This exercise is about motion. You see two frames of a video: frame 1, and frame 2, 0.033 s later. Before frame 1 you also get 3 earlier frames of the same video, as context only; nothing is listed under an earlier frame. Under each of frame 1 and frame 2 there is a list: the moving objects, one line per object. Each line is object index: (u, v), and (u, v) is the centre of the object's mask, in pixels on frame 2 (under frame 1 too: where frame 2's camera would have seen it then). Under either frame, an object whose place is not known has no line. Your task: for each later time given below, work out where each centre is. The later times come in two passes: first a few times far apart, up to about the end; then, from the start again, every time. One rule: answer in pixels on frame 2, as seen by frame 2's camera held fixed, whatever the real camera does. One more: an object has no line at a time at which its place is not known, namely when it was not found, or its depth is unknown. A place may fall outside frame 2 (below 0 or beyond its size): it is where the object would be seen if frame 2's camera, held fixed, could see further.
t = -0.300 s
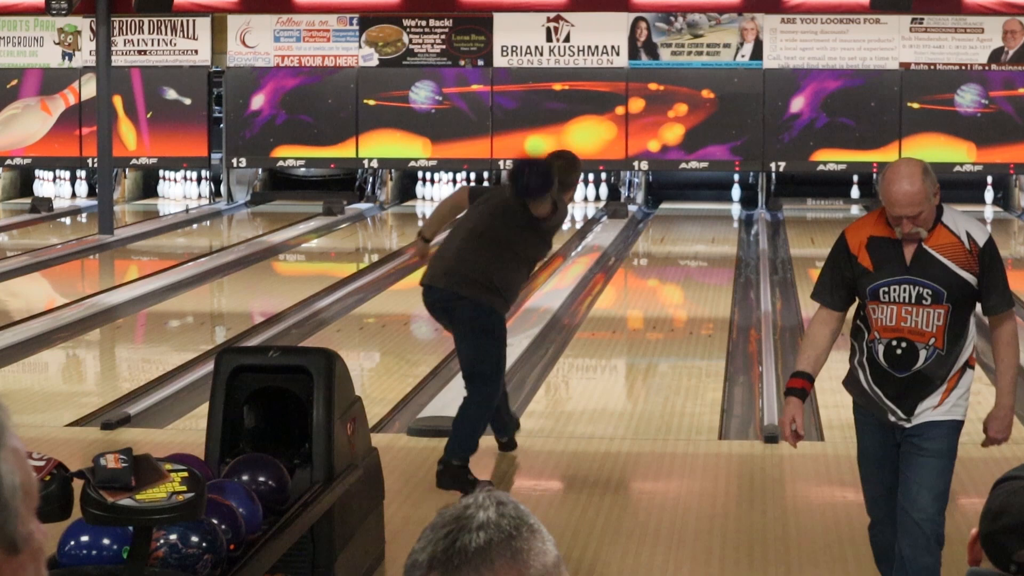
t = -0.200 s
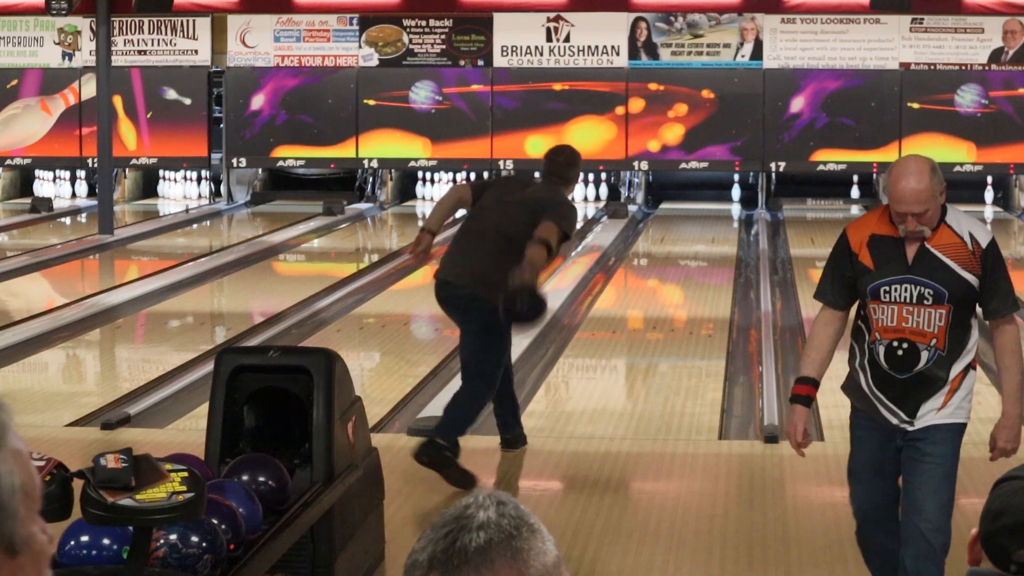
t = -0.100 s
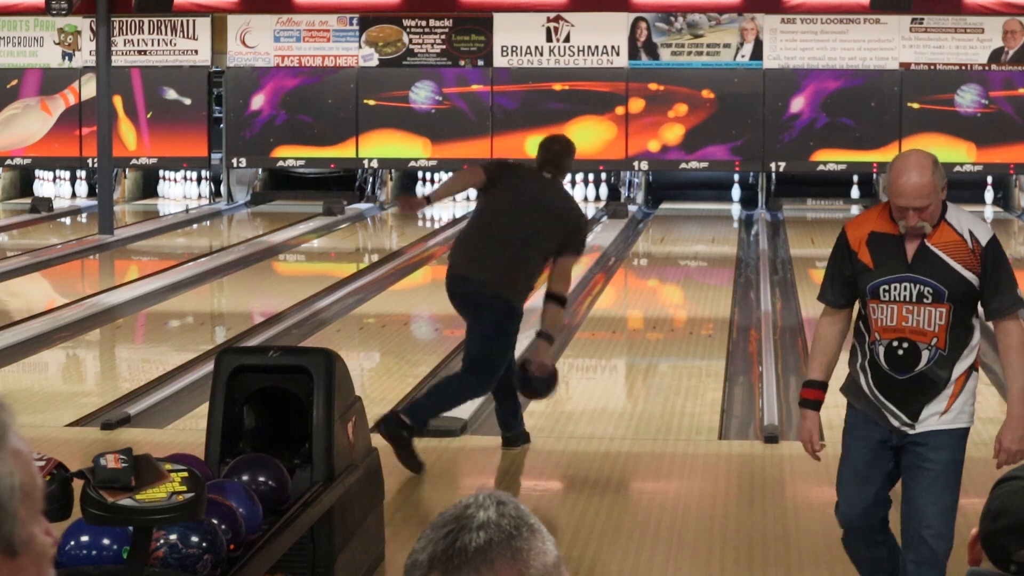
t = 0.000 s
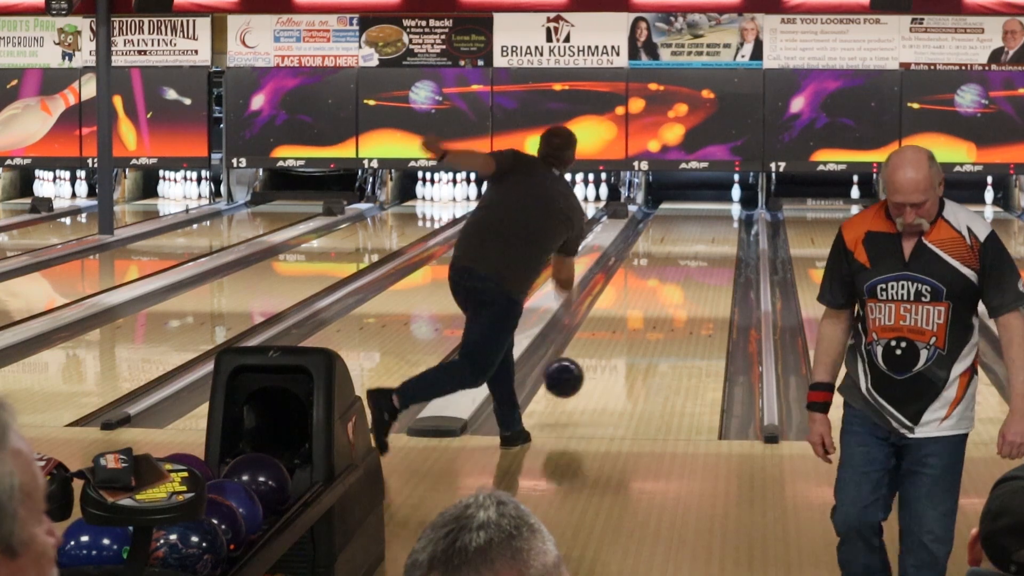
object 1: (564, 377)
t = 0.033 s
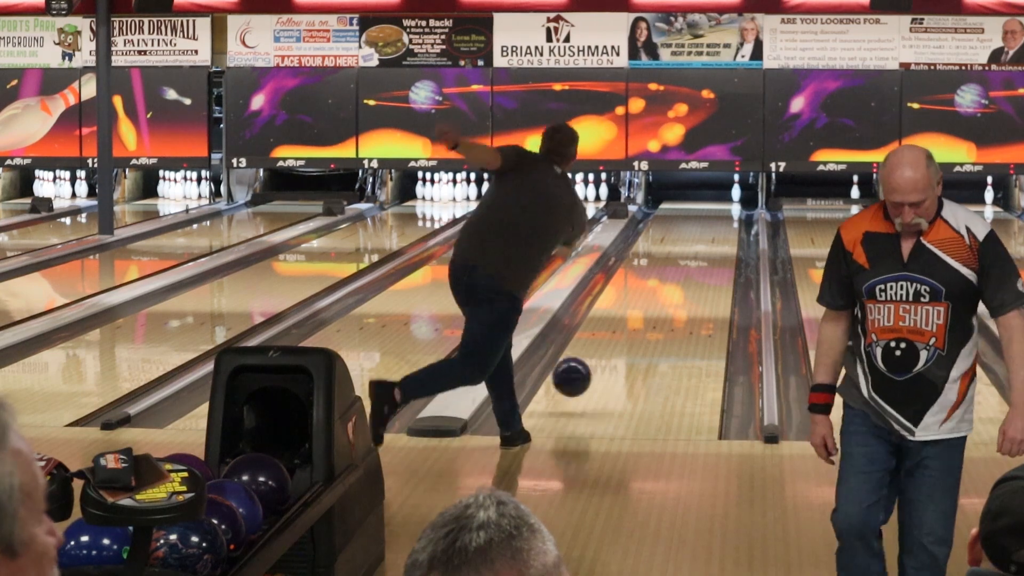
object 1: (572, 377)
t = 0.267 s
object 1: (618, 342)
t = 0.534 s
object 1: (654, 299)
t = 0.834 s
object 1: (684, 265)
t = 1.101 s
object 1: (703, 242)
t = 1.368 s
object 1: (717, 223)
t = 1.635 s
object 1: (727, 208)
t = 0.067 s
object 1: (579, 378)
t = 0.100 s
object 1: (587, 378)
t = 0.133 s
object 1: (594, 369)
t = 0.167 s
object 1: (600, 363)
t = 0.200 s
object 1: (606, 355)
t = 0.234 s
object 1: (612, 349)
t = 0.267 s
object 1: (618, 342)
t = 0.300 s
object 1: (623, 336)
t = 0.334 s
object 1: (628, 330)
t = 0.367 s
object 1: (633, 324)
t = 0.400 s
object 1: (638, 319)
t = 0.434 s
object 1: (642, 314)
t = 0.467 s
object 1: (647, 309)
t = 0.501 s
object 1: (651, 304)
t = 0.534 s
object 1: (654, 299)
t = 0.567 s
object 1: (658, 295)
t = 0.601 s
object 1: (662, 290)
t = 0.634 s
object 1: (665, 286)
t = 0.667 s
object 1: (669, 282)
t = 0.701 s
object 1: (672, 278)
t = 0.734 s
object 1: (675, 275)
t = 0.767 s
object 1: (678, 272)
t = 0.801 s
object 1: (681, 268)
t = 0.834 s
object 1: (684, 265)
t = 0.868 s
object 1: (687, 262)
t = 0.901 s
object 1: (689, 259)
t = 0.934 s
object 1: (691, 256)
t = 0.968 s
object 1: (694, 252)
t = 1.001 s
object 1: (696, 250)
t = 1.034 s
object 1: (698, 247)
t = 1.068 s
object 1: (701, 244)
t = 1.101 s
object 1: (703, 242)
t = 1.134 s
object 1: (705, 239)
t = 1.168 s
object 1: (707, 237)
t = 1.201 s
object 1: (709, 234)
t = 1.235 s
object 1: (710, 232)
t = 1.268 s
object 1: (712, 230)
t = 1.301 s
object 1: (714, 228)
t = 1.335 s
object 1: (716, 225)
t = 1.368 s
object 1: (717, 223)
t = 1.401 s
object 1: (719, 221)
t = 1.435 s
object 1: (720, 219)
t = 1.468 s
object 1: (721, 217)
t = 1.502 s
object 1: (723, 215)
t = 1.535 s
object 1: (724, 213)
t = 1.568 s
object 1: (725, 212)
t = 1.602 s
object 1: (726, 210)
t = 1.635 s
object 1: (727, 208)
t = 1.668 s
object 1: (728, 207)
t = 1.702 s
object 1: (729, 205)
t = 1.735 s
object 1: (730, 204)
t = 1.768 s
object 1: (730, 202)
